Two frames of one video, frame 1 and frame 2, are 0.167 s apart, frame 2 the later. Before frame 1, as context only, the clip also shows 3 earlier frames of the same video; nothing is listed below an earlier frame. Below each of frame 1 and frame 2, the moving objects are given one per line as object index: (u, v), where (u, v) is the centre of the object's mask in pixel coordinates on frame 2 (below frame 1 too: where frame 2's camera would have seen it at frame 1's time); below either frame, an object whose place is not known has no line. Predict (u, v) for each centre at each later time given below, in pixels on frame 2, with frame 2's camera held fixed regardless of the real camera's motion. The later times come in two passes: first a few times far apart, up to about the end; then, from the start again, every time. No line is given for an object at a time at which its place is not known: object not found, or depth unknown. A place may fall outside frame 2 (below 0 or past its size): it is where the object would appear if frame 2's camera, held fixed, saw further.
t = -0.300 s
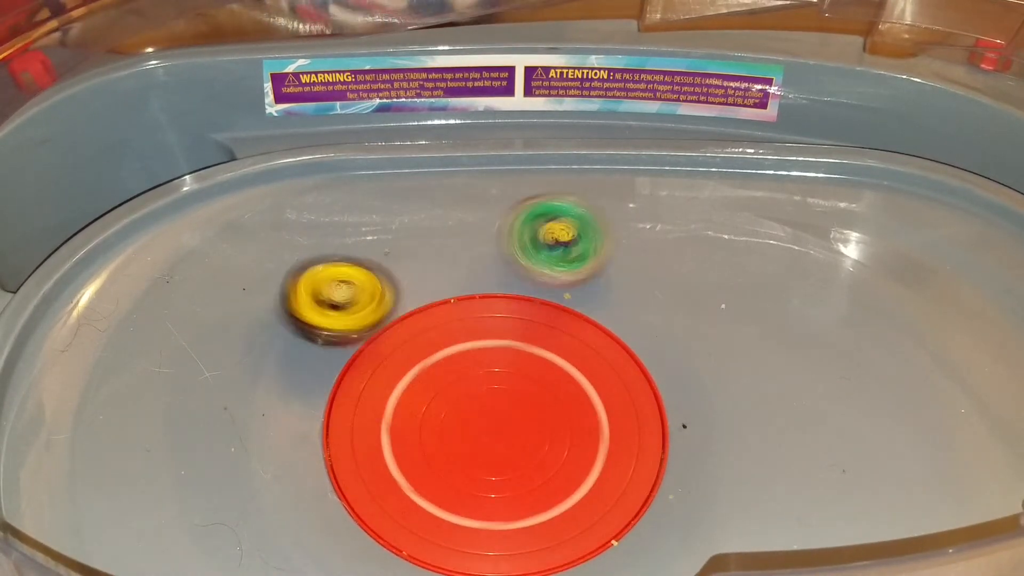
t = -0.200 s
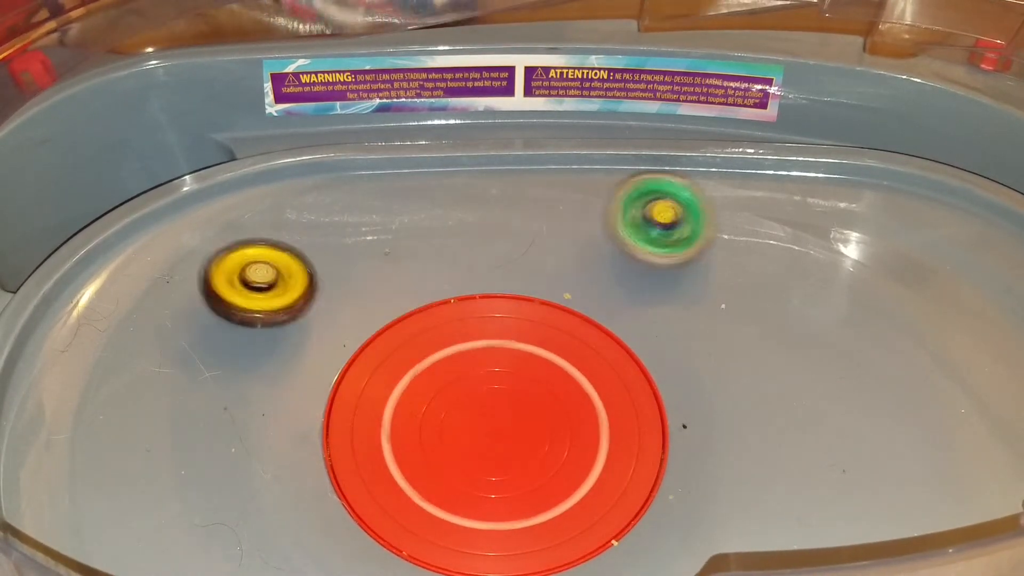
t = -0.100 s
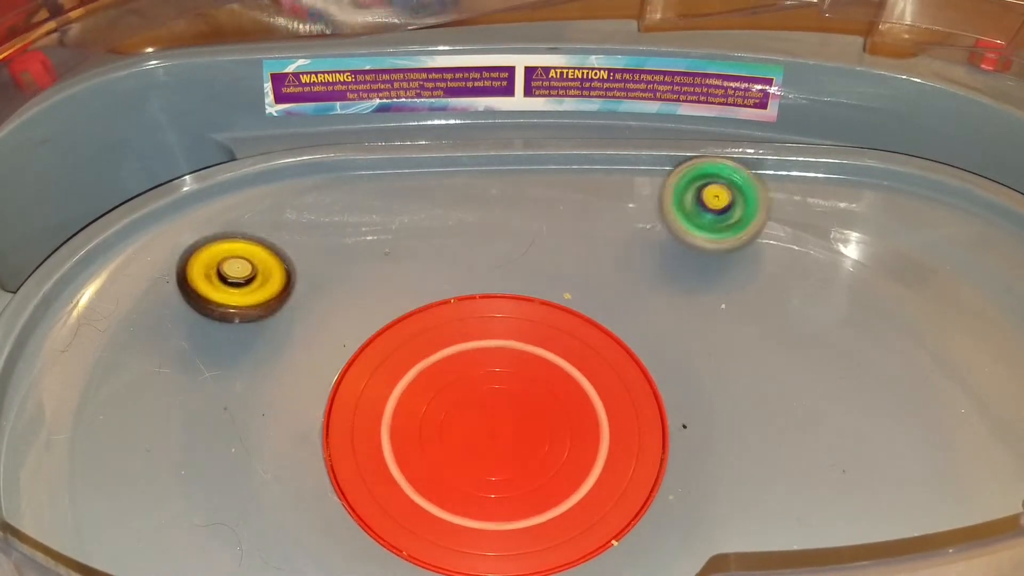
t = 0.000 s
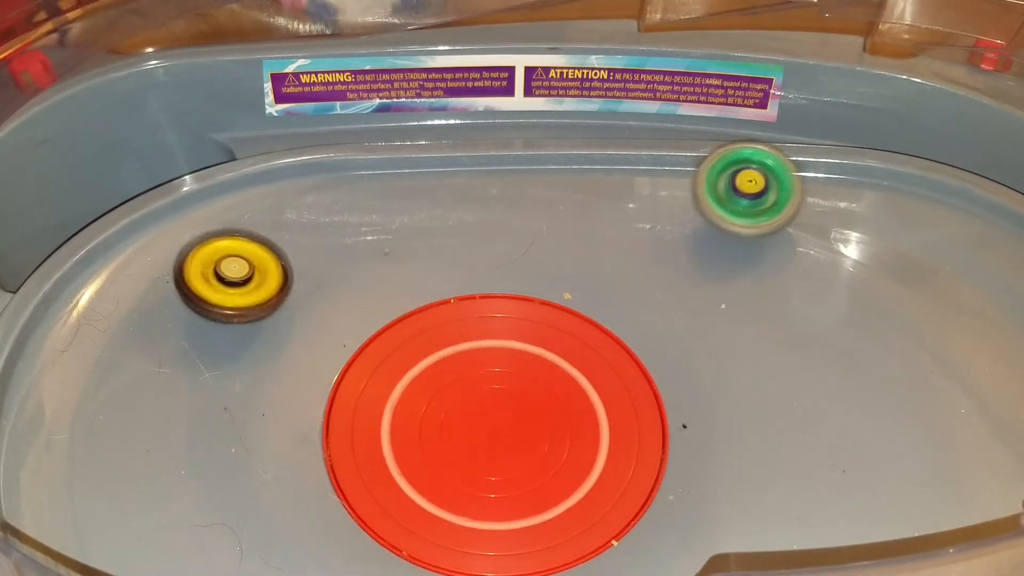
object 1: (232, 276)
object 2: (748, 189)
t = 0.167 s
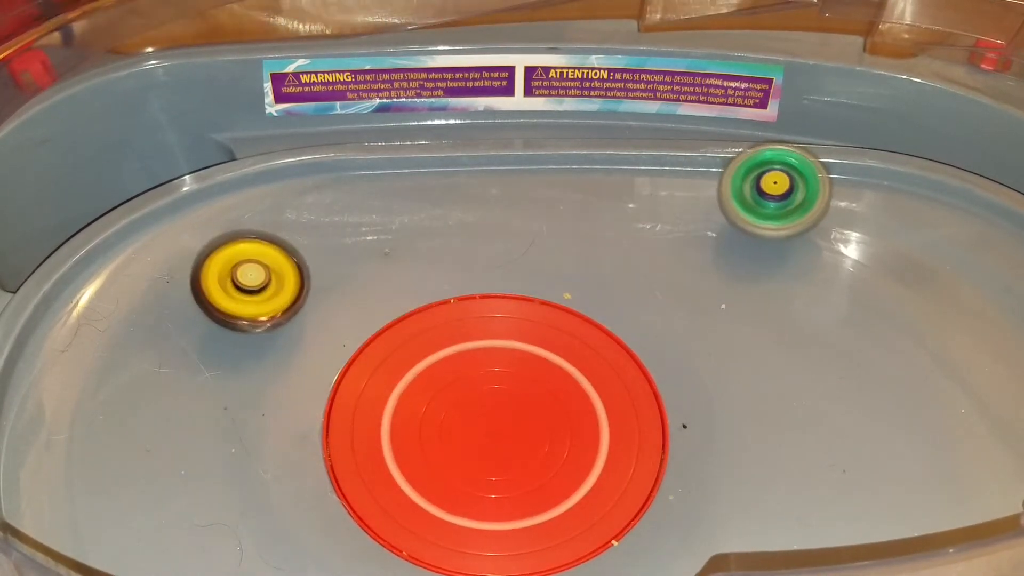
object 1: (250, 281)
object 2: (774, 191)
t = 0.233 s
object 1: (258, 284)
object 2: (793, 196)
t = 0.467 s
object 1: (310, 305)
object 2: (877, 230)
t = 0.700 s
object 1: (496, 358)
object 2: (904, 282)
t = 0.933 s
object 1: (754, 411)
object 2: (841, 328)
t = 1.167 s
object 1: (659, 448)
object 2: (734, 336)
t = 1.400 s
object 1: (352, 449)
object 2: (508, 412)
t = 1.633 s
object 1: (220, 328)
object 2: (318, 459)
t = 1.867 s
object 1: (123, 351)
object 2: (318, 435)
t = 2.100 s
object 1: (83, 376)
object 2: (318, 422)
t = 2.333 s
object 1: (124, 380)
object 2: (319, 368)
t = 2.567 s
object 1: (205, 377)
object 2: (389, 291)
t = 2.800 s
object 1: (368, 425)
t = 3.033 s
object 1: (439, 490)
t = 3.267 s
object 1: (304, 521)
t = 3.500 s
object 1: (379, 532)
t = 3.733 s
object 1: (475, 462)
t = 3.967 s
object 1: (474, 229)
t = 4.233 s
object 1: (481, 175)
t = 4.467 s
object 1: (474, 155)
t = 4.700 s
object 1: (485, 160)
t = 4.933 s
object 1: (491, 199)
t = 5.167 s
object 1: (527, 309)
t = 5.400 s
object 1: (691, 536)
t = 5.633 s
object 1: (664, 555)
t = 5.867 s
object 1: (623, 546)
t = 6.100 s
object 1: (488, 538)
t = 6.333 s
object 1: (341, 477)
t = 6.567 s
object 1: (218, 321)
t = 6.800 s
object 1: (188, 224)
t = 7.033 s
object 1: (318, 290)
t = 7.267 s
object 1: (524, 356)
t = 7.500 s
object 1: (702, 445)
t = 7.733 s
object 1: (571, 452)
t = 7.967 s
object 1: (251, 410)
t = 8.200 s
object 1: (199, 368)
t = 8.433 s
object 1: (177, 374)
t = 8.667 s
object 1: (111, 328)
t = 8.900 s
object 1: (167, 312)
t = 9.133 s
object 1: (224, 301)
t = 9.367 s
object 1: (283, 354)
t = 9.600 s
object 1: (442, 430)
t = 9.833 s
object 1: (539, 428)
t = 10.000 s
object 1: (424, 522)
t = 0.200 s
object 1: (254, 282)
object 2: (781, 193)
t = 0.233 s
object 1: (258, 284)
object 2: (793, 196)
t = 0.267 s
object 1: (263, 285)
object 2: (806, 200)
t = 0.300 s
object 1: (268, 287)
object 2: (821, 203)
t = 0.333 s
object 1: (275, 289)
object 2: (834, 208)
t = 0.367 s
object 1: (283, 291)
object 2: (846, 213)
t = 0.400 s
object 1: (291, 293)
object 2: (857, 218)
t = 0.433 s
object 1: (300, 297)
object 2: (868, 224)
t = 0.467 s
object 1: (310, 305)
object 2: (877, 230)
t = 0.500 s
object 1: (322, 315)
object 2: (885, 237)
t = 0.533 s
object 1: (336, 330)
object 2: (893, 245)
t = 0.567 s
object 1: (352, 345)
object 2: (898, 252)
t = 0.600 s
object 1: (374, 357)
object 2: (902, 260)
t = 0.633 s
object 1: (407, 364)
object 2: (905, 268)
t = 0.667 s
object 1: (448, 363)
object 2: (905, 275)
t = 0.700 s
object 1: (496, 358)
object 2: (904, 282)
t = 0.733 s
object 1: (553, 354)
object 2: (901, 289)
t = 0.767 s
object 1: (616, 354)
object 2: (896, 296)
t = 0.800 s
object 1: (666, 359)
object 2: (889, 303)
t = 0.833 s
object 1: (702, 380)
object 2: (879, 309)
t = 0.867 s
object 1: (726, 392)
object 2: (868, 315)
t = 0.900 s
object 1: (744, 404)
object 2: (856, 322)
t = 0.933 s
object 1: (754, 411)
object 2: (841, 328)
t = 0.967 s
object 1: (758, 415)
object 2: (827, 333)
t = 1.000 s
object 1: (745, 429)
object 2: (817, 330)
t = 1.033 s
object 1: (732, 440)
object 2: (806, 329)
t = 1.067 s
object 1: (717, 445)
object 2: (791, 330)
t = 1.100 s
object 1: (700, 448)
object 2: (775, 332)
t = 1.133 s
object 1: (681, 449)
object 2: (757, 334)
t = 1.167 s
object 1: (659, 448)
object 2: (734, 336)
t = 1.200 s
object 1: (636, 447)
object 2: (707, 337)
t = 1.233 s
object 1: (606, 448)
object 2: (673, 338)
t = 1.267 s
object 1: (570, 450)
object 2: (635, 338)
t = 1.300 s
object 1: (527, 455)
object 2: (598, 344)
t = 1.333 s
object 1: (476, 462)
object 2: (563, 359)
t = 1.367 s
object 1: (416, 461)
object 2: (533, 382)
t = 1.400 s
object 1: (352, 449)
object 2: (508, 412)
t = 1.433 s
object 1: (304, 425)
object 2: (477, 439)
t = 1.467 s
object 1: (279, 399)
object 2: (438, 460)
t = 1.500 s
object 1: (263, 377)
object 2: (398, 473)
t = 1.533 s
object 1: (249, 359)
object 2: (356, 475)
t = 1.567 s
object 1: (238, 346)
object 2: (332, 470)
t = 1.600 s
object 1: (229, 335)
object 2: (320, 464)
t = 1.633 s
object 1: (220, 328)
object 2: (318, 459)
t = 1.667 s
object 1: (211, 326)
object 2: (326, 455)
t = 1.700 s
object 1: (199, 325)
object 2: (327, 451)
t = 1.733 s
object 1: (186, 329)
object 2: (315, 446)
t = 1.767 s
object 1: (171, 335)
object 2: (315, 442)
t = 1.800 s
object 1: (154, 341)
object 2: (321, 440)
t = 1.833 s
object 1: (137, 346)
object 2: (328, 439)
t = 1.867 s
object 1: (123, 351)
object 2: (318, 435)
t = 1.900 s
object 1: (110, 354)
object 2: (319, 433)
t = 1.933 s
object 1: (98, 355)
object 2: (326, 433)
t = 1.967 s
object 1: (88, 357)
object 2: (325, 432)
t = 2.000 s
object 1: (80, 359)
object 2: (324, 431)
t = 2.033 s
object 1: (76, 362)
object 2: (321, 428)
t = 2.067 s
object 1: (77, 369)
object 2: (324, 427)
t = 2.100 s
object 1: (83, 376)
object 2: (318, 422)
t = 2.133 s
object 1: (89, 380)
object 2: (322, 420)
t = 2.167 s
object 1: (97, 383)
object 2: (312, 412)
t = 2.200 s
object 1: (104, 384)
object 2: (309, 404)
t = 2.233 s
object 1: (109, 384)
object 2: (315, 400)
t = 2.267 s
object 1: (114, 384)
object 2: (318, 392)
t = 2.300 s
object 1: (119, 382)
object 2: (313, 377)
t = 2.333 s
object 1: (124, 380)
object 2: (319, 368)
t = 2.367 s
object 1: (132, 379)
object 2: (328, 360)
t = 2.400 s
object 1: (142, 378)
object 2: (331, 348)
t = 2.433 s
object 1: (152, 376)
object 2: (339, 337)
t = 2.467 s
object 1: (163, 376)
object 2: (347, 322)
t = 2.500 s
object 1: (177, 375)
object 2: (359, 313)
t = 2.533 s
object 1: (191, 374)
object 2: (372, 304)
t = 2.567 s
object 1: (205, 377)
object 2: (389, 291)
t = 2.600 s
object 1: (222, 380)
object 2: (409, 280)
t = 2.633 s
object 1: (238, 382)
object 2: (428, 274)
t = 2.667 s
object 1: (255, 387)
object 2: (452, 267)
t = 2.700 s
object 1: (277, 393)
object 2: (476, 262)
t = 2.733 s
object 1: (304, 403)
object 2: (496, 264)
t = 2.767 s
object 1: (333, 417)
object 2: (516, 264)
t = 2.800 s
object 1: (368, 425)
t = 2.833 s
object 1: (407, 420)
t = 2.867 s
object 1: (445, 405)
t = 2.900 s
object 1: (482, 383)
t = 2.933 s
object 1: (513, 373)
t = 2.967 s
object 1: (494, 418)
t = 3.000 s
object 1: (470, 460)
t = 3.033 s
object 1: (439, 490)
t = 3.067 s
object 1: (397, 516)
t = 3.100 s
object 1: (359, 523)
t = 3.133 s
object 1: (334, 524)
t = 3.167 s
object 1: (316, 523)
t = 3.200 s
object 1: (306, 524)
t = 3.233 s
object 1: (303, 522)
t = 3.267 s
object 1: (304, 521)
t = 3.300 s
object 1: (308, 523)
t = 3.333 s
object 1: (317, 523)
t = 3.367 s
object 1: (324, 524)
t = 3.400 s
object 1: (335, 527)
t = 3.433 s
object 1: (348, 529)
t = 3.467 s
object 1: (360, 531)
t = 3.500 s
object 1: (379, 532)
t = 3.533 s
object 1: (399, 533)
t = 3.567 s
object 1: (421, 533)
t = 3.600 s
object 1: (443, 529)
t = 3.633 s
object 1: (460, 524)
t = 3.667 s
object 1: (473, 507)
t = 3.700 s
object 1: (476, 485)
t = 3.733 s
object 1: (475, 462)
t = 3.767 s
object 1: (466, 430)
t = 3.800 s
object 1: (452, 398)
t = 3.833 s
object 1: (440, 358)
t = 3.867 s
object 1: (439, 318)
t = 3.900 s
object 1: (444, 277)
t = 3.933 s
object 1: (461, 249)
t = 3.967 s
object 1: (474, 229)
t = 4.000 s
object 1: (489, 217)
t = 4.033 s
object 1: (496, 208)
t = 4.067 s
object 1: (503, 202)
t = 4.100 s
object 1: (503, 197)
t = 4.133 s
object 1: (501, 193)
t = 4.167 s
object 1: (495, 187)
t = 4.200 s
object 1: (488, 181)
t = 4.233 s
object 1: (481, 175)
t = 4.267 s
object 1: (477, 172)
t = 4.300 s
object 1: (474, 167)
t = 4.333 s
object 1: (475, 164)
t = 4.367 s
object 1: (472, 160)
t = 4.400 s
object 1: (473, 158)
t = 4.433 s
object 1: (472, 156)
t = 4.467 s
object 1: (474, 155)
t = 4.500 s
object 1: (475, 153)
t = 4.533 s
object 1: (476, 153)
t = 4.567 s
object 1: (477, 153)
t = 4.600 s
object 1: (480, 154)
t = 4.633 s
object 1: (480, 155)
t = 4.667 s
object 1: (483, 157)
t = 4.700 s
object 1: (485, 160)
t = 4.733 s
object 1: (488, 164)
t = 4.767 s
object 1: (488, 167)
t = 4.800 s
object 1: (490, 172)
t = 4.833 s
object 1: (491, 177)
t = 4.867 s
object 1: (492, 183)
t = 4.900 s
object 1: (492, 190)
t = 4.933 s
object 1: (491, 199)
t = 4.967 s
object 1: (488, 210)
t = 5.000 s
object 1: (485, 222)
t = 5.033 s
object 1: (478, 236)
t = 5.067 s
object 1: (470, 258)
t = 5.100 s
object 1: (461, 278)
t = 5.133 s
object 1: (489, 293)
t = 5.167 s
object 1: (527, 309)
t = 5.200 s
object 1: (571, 333)
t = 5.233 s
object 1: (626, 366)
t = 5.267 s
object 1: (670, 407)
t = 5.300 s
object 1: (690, 450)
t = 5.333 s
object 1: (694, 491)
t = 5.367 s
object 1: (696, 520)
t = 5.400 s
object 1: (691, 536)
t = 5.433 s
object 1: (686, 543)
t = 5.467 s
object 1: (678, 548)
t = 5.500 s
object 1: (674, 551)
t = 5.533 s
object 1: (670, 552)
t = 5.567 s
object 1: (669, 553)
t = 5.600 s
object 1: (666, 554)
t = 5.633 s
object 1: (664, 555)
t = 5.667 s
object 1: (659, 555)
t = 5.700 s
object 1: (658, 555)
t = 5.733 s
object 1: (652, 554)
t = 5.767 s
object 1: (650, 554)
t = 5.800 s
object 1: (640, 552)
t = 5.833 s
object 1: (637, 550)
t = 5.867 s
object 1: (623, 546)
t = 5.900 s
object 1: (620, 543)
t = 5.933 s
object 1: (613, 538)
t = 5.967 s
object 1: (607, 529)
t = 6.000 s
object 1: (591, 526)
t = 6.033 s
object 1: (553, 535)
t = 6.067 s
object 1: (519, 539)
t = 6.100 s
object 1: (488, 538)
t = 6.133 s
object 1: (462, 534)
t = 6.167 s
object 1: (436, 531)
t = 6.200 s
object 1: (415, 525)
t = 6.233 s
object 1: (389, 518)
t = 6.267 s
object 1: (376, 506)
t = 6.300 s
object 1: (361, 490)
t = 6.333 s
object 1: (341, 477)
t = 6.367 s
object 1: (335, 463)
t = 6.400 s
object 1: (330, 447)
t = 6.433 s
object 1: (319, 430)
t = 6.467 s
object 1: (312, 416)
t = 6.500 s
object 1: (276, 378)
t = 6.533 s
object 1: (243, 345)
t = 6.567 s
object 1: (218, 321)
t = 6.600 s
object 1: (198, 296)
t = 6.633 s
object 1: (180, 272)
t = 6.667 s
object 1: (166, 249)
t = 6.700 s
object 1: (154, 227)
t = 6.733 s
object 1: (149, 209)
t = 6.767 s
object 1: (164, 210)
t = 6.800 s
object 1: (188, 224)
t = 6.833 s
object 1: (213, 236)
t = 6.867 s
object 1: (235, 247)
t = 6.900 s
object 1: (253, 256)
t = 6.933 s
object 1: (271, 264)
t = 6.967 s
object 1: (289, 272)
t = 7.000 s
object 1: (304, 280)
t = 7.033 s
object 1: (318, 290)
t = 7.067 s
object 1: (330, 301)
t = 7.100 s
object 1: (346, 318)
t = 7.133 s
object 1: (363, 332)
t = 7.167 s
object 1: (391, 343)
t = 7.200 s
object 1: (429, 351)
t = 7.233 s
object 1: (472, 356)
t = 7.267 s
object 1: (524, 356)
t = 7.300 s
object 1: (584, 361)
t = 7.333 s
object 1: (647, 373)
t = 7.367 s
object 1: (683, 389)
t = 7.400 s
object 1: (701, 411)
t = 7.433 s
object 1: (708, 428)
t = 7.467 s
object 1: (706, 440)
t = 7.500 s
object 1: (702, 445)
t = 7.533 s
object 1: (696, 445)
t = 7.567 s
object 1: (685, 445)
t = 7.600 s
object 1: (671, 442)
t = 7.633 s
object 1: (653, 439)
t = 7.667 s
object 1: (631, 441)
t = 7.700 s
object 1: (606, 444)
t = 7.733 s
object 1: (571, 452)
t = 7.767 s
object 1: (528, 464)
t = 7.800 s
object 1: (473, 477)
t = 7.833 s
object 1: (407, 482)
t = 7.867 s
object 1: (338, 474)
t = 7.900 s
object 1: (300, 451)
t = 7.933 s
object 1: (271, 429)
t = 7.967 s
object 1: (251, 410)
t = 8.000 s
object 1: (238, 397)
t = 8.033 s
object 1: (226, 384)
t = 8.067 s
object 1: (220, 375)
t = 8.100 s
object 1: (215, 368)
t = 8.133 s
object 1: (211, 365)
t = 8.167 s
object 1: (205, 365)
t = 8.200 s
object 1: (199, 368)
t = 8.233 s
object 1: (193, 371)
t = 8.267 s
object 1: (188, 374)
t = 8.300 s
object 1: (186, 377)
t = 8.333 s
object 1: (182, 377)
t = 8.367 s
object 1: (179, 377)
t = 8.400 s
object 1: (177, 374)
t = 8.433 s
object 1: (177, 374)
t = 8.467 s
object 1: (178, 371)
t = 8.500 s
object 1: (155, 351)
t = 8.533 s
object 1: (138, 347)
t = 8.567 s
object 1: (126, 339)
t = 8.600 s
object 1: (116, 336)
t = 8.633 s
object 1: (110, 333)
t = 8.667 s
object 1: (111, 328)
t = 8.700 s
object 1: (115, 326)
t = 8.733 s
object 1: (118, 324)
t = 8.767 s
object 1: (125, 321)
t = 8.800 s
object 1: (131, 318)
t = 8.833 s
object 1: (141, 316)
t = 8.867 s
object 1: (152, 313)
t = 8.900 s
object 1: (167, 312)
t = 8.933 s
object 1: (183, 312)
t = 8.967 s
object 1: (199, 312)
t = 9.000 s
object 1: (215, 313)
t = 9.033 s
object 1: (210, 305)
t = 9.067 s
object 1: (210, 301)
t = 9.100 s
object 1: (215, 299)
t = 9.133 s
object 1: (224, 301)
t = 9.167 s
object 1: (229, 303)
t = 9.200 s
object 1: (236, 306)
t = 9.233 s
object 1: (242, 312)
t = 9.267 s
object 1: (250, 317)
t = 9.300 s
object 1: (259, 326)
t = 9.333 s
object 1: (269, 337)
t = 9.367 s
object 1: (283, 354)
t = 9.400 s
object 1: (298, 375)
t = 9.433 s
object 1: (317, 398)
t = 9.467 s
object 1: (335, 418)
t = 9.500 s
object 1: (360, 432)
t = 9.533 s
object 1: (387, 438)
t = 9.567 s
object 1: (417, 437)
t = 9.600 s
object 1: (442, 430)
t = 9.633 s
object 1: (465, 419)
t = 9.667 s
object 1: (480, 408)
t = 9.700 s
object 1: (492, 398)
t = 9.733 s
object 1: (505, 396)
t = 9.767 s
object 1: (518, 400)
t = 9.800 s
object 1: (531, 411)
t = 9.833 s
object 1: (539, 428)
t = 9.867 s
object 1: (538, 449)
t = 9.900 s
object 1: (526, 474)
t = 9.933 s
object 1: (503, 496)
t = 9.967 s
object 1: (466, 515)
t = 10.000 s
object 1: (424, 522)
